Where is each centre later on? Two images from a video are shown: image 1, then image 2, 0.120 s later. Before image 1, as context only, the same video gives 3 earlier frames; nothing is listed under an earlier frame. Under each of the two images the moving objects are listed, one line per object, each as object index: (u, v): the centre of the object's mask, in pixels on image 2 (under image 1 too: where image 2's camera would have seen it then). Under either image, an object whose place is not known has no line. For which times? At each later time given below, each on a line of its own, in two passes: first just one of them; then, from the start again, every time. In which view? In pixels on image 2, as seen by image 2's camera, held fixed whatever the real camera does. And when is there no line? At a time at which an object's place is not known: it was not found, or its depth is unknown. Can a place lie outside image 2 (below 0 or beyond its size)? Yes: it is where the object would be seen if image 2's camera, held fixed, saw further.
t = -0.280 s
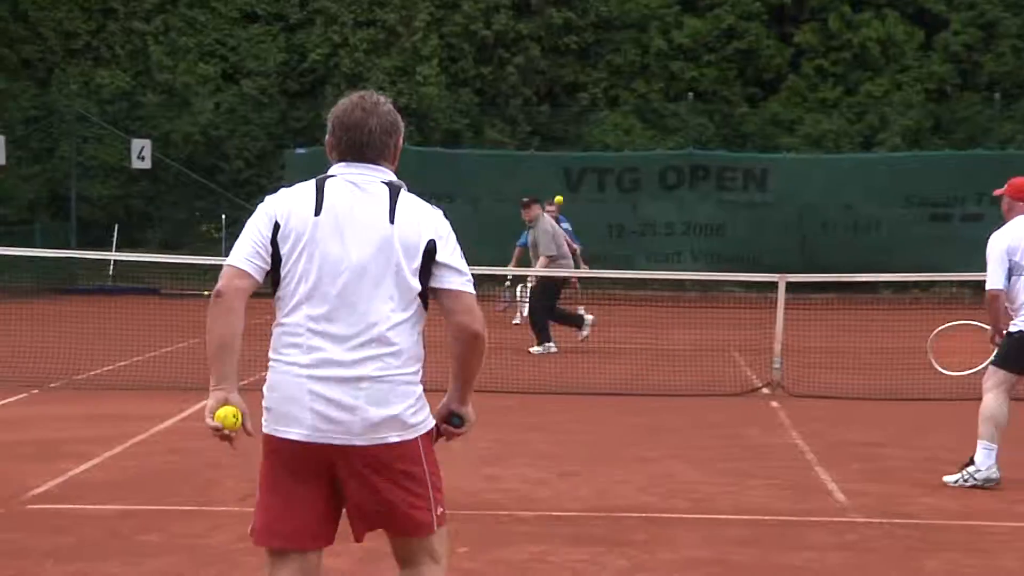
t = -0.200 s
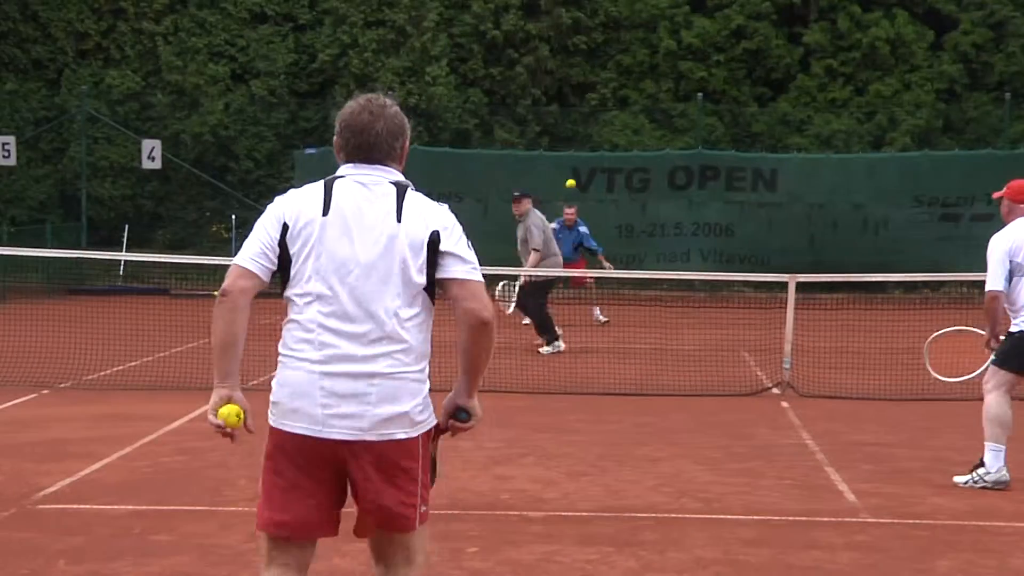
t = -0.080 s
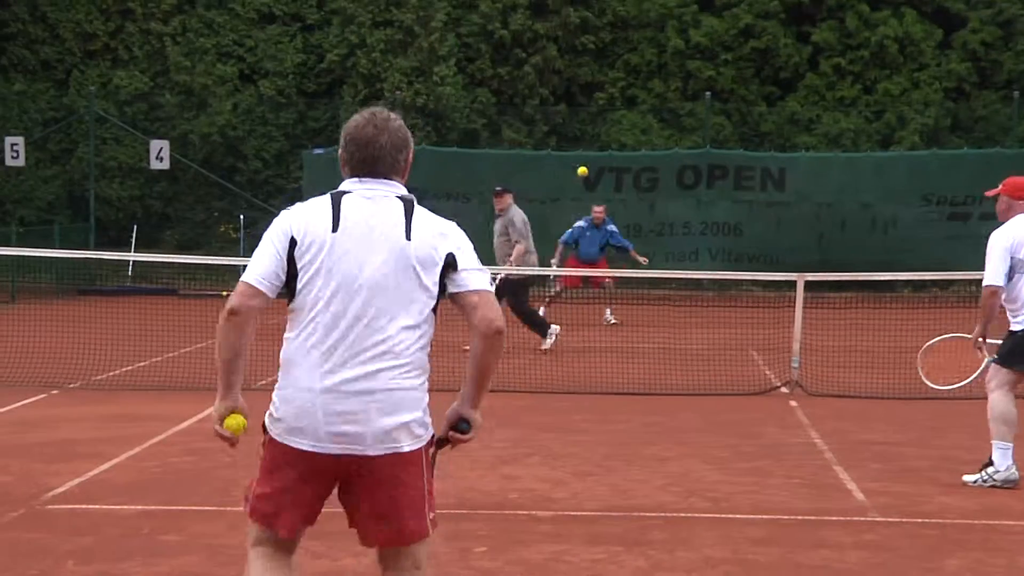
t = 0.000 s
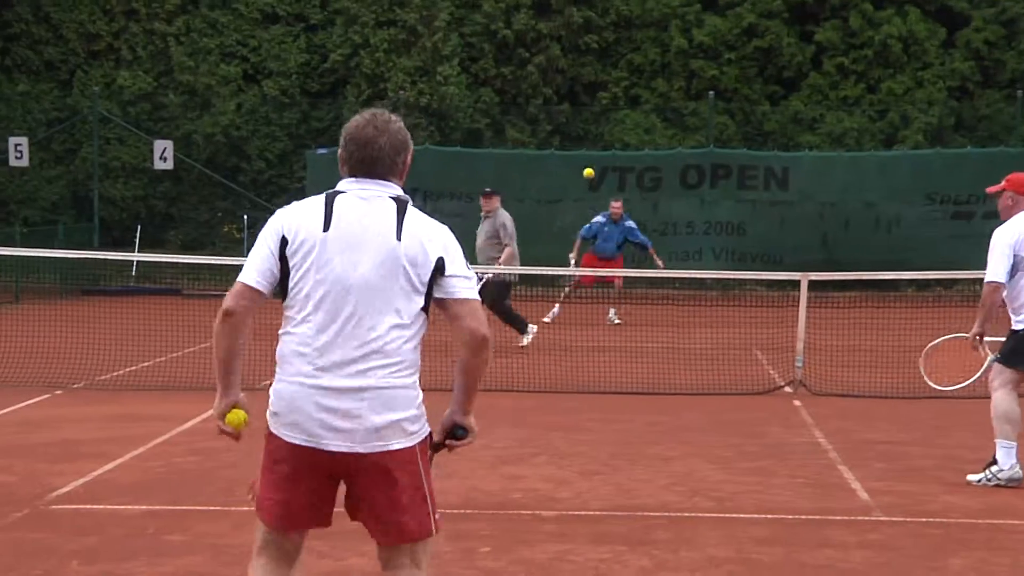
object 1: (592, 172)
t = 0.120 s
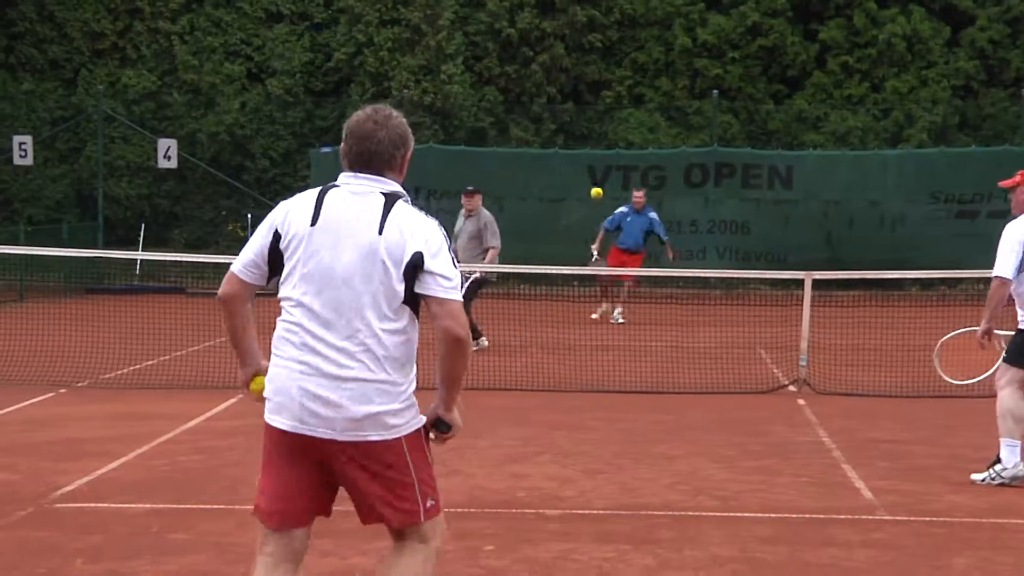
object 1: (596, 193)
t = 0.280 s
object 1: (603, 260)
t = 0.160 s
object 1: (598, 205)
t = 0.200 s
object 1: (600, 220)
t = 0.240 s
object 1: (601, 239)
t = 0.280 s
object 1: (603, 260)
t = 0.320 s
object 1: (604, 285)
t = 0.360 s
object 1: (606, 315)
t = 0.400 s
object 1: (608, 349)
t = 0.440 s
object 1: (611, 388)
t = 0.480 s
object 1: (614, 432)
